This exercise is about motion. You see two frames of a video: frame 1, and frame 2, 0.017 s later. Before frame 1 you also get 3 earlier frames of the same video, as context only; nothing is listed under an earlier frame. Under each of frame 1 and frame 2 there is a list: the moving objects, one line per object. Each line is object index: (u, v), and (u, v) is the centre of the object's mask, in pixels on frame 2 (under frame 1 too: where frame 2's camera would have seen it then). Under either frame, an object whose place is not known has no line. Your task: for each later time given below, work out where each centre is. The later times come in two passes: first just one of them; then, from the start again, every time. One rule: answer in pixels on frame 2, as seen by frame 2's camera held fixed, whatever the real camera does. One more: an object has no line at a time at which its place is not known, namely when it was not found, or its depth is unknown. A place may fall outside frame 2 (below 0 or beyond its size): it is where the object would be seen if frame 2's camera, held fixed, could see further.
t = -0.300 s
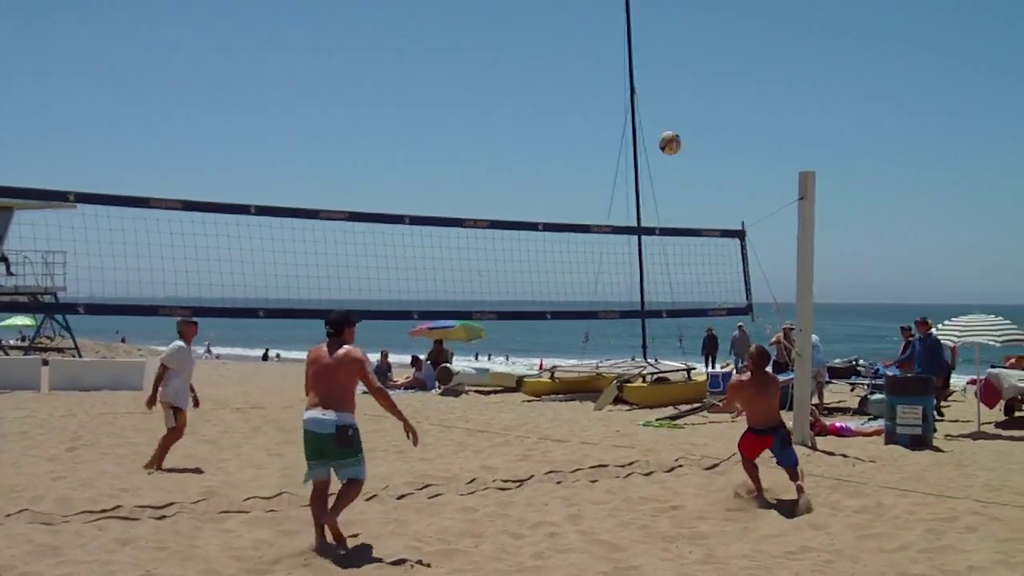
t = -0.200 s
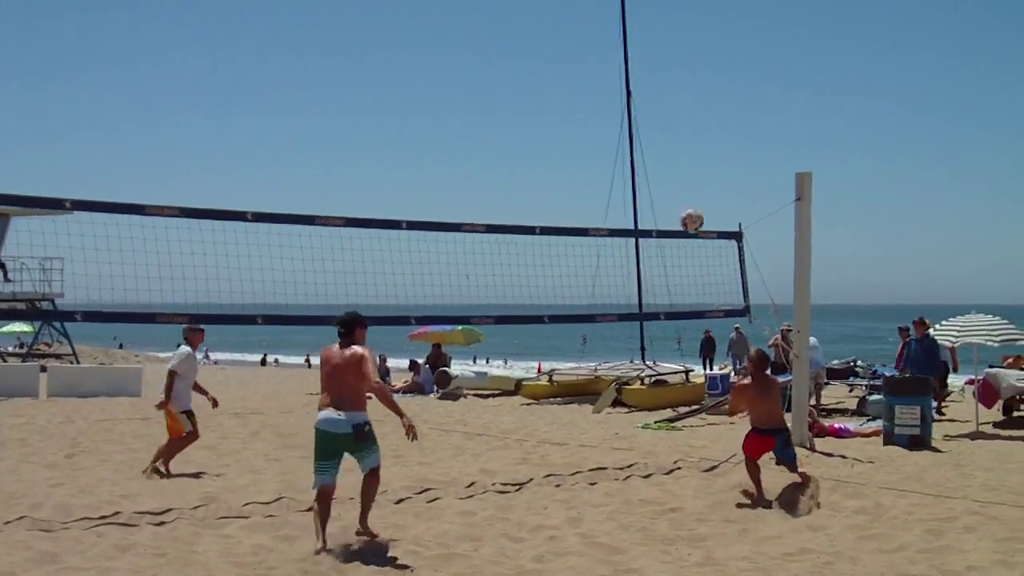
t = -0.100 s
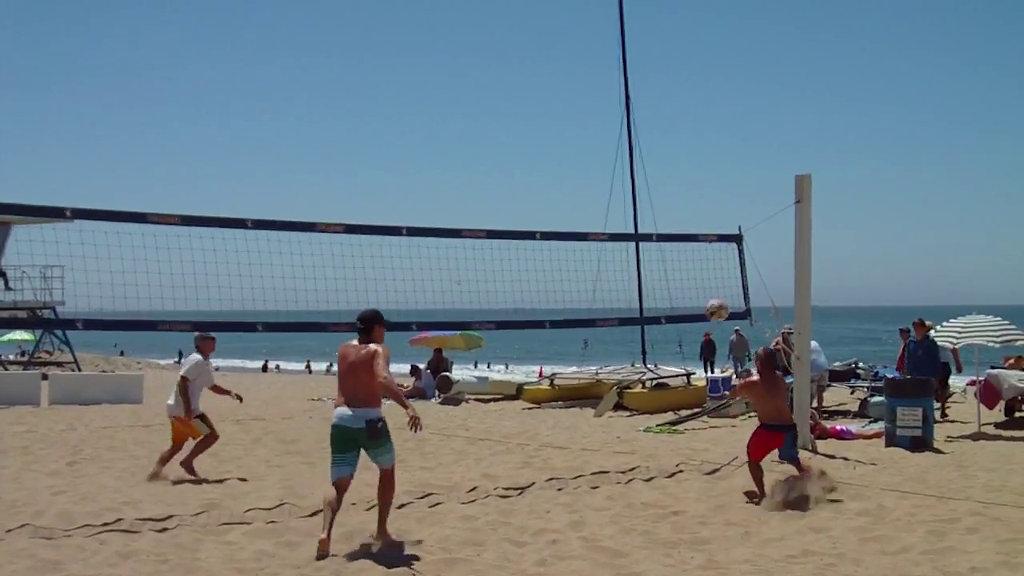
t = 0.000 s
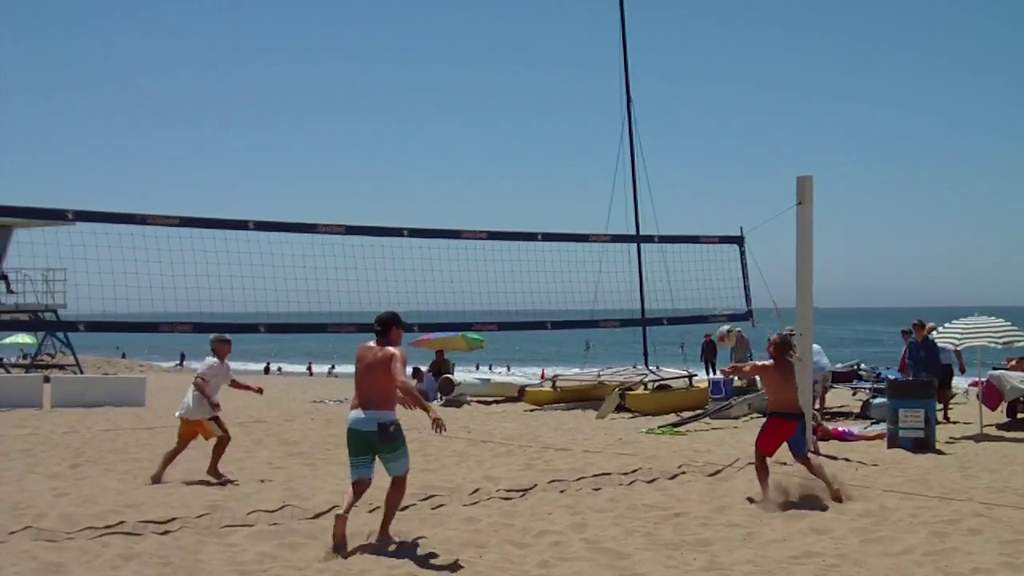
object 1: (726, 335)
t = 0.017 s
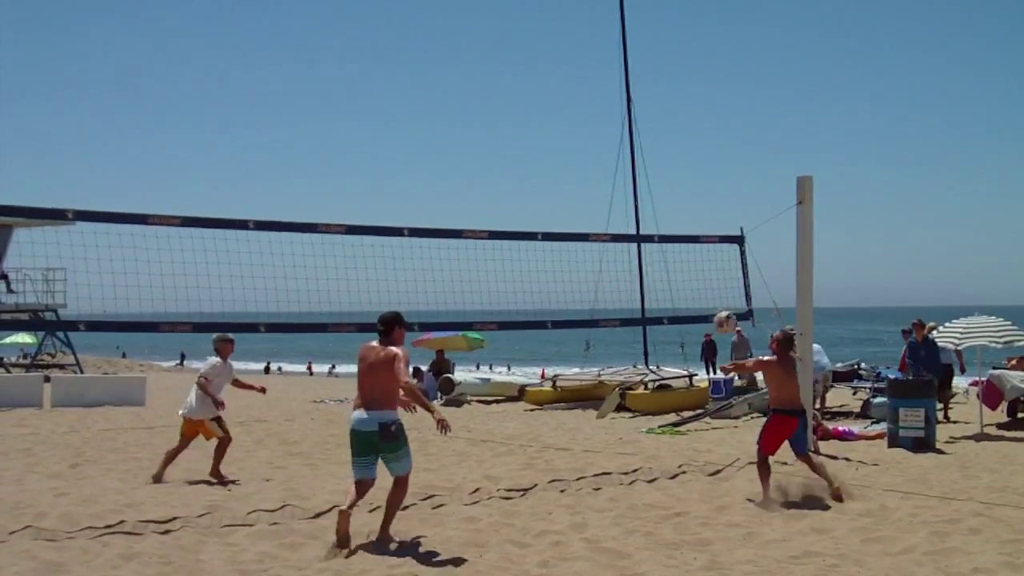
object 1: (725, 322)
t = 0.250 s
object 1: (685, 167)
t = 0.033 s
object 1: (723, 309)
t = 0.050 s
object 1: (720, 296)
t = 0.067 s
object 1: (718, 283)
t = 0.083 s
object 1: (716, 271)
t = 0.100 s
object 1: (713, 259)
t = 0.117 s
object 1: (710, 246)
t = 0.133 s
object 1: (708, 235)
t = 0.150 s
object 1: (706, 224)
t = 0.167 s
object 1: (702, 215)
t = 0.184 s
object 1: (699, 205)
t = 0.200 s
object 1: (696, 195)
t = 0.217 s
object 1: (692, 185)
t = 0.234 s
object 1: (689, 175)
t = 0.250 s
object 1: (685, 167)
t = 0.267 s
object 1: (681, 158)
